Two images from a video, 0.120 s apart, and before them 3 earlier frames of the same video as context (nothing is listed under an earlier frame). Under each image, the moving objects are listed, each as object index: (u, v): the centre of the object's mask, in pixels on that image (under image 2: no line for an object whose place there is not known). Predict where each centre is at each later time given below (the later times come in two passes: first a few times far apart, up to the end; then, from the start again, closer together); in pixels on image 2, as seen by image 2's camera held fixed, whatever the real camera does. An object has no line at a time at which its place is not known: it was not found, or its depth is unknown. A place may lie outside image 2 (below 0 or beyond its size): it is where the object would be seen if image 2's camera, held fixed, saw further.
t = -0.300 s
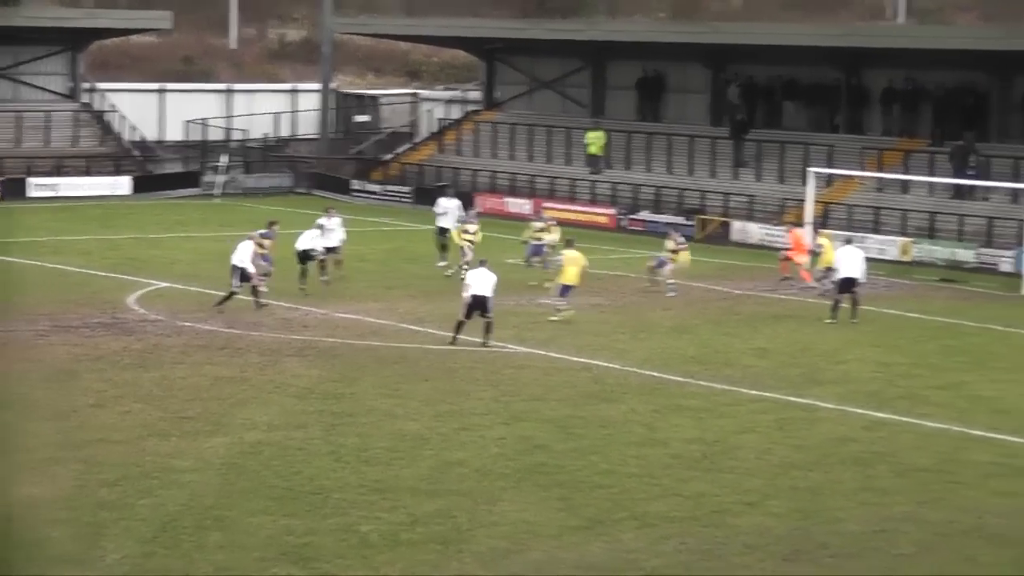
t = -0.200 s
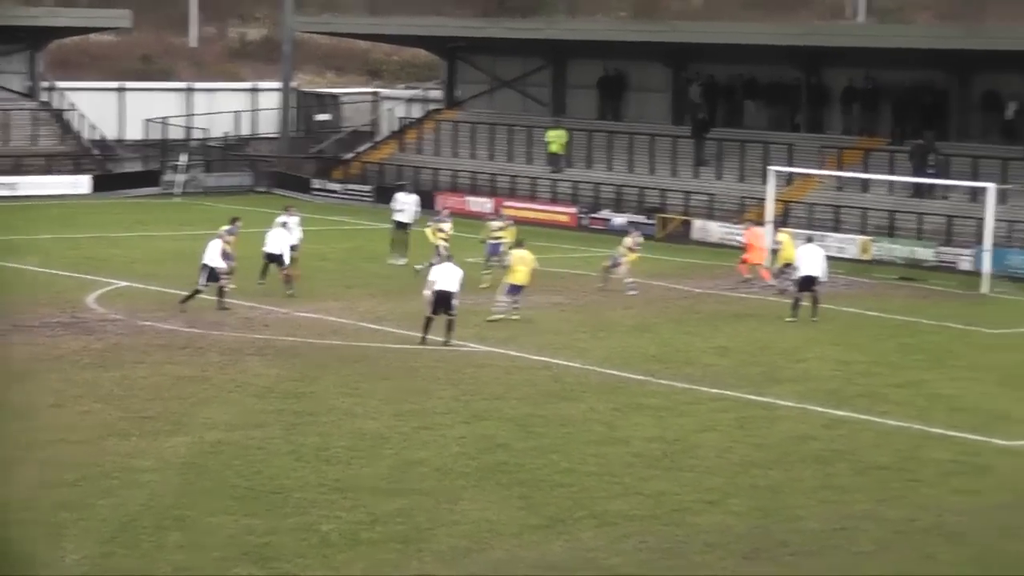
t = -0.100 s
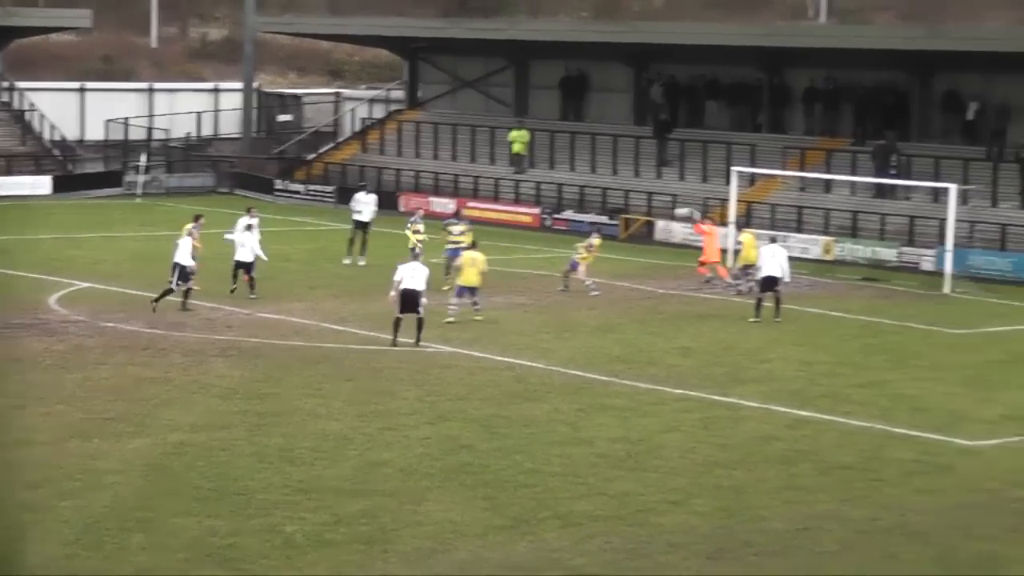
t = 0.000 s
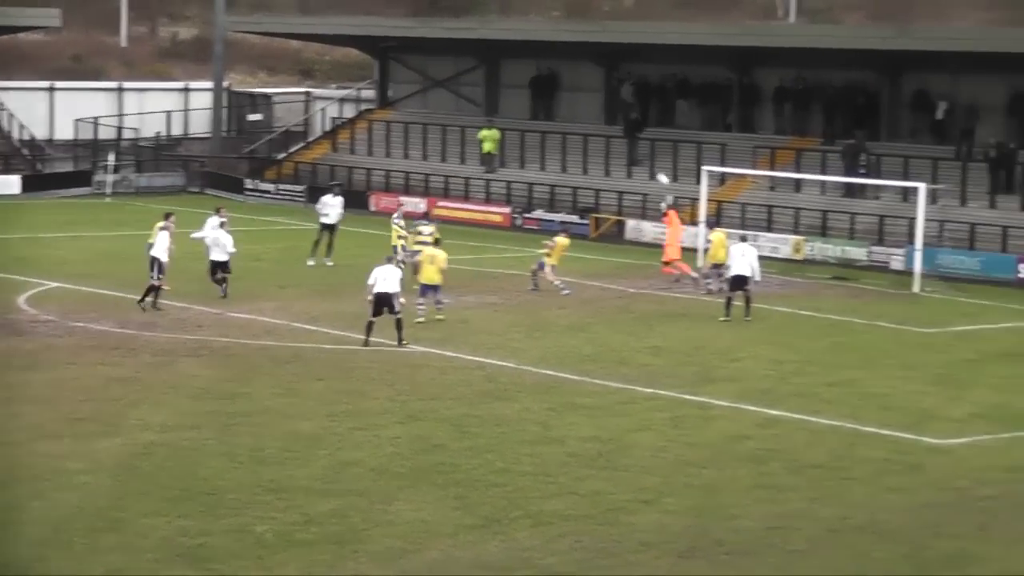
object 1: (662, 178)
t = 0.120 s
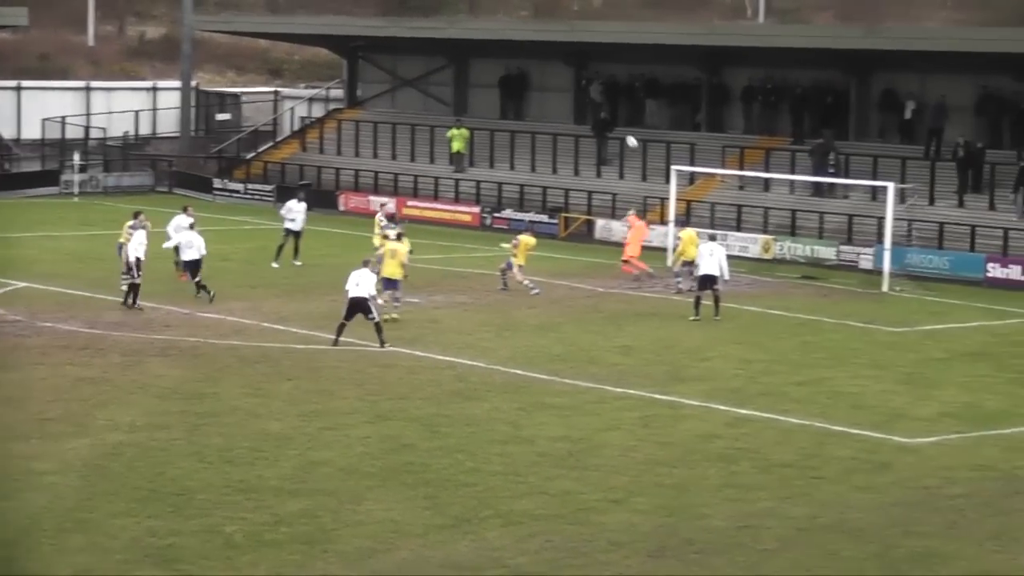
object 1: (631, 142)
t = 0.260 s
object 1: (630, 106)
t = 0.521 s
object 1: (626, 60)
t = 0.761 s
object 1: (623, 46)
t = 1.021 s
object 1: (619, 59)
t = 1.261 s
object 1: (615, 100)
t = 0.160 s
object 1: (630, 131)
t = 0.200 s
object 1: (630, 120)
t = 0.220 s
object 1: (630, 116)
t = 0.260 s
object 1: (630, 106)
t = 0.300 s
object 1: (629, 97)
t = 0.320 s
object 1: (629, 93)
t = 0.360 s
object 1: (628, 85)
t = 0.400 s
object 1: (627, 77)
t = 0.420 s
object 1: (627, 74)
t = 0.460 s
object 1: (627, 68)
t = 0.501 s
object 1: (626, 63)
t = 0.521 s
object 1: (626, 60)
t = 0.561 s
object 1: (626, 56)
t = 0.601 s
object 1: (625, 53)
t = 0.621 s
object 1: (625, 51)
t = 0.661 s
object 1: (624, 49)
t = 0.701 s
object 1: (624, 47)
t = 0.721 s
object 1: (624, 46)
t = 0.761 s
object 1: (623, 46)
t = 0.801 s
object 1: (623, 46)
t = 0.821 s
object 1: (622, 46)
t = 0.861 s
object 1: (622, 47)
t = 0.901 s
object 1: (621, 49)
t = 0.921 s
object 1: (621, 50)
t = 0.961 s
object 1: (620, 53)
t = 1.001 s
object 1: (620, 57)
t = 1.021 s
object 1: (619, 59)
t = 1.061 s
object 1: (619, 64)
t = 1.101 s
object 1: (618, 70)
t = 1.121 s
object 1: (618, 73)
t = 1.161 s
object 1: (617, 80)
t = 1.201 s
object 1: (616, 87)
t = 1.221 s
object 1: (616, 92)
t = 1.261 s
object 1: (615, 100)
